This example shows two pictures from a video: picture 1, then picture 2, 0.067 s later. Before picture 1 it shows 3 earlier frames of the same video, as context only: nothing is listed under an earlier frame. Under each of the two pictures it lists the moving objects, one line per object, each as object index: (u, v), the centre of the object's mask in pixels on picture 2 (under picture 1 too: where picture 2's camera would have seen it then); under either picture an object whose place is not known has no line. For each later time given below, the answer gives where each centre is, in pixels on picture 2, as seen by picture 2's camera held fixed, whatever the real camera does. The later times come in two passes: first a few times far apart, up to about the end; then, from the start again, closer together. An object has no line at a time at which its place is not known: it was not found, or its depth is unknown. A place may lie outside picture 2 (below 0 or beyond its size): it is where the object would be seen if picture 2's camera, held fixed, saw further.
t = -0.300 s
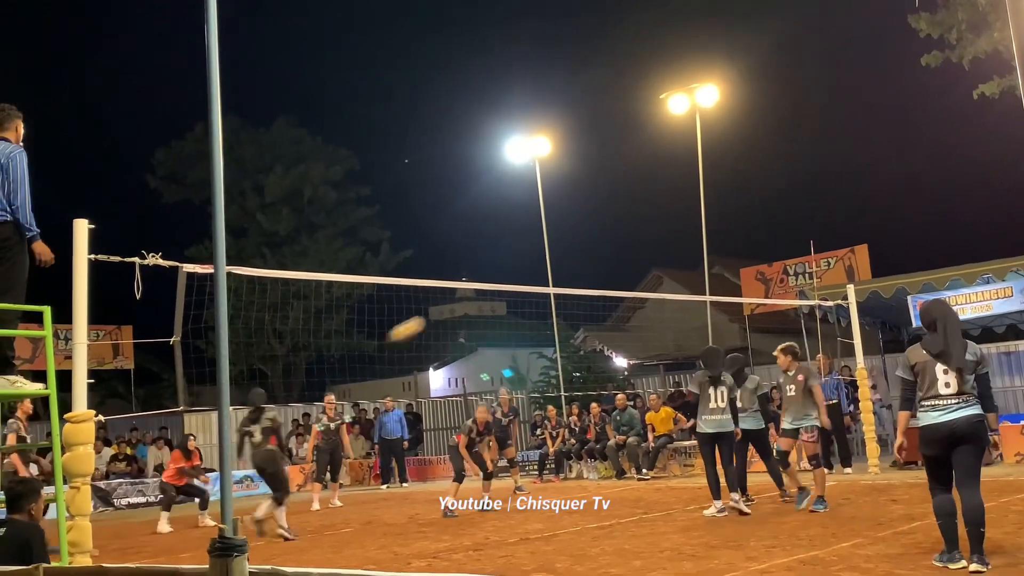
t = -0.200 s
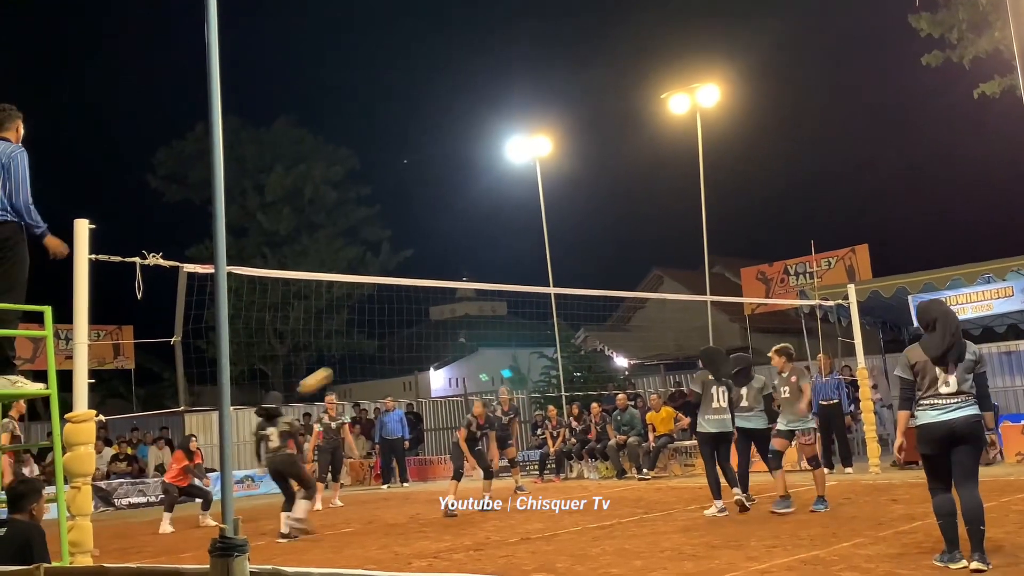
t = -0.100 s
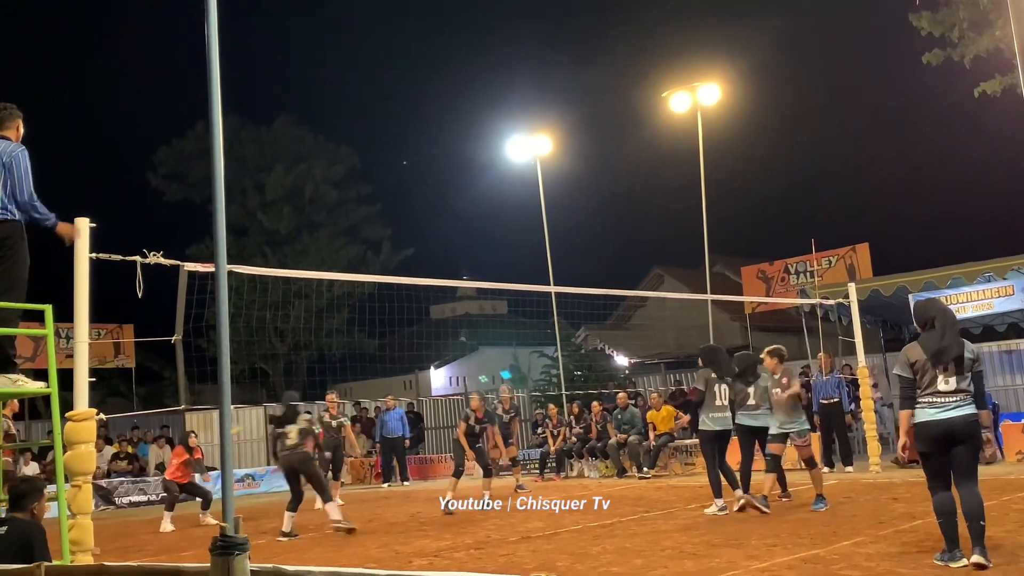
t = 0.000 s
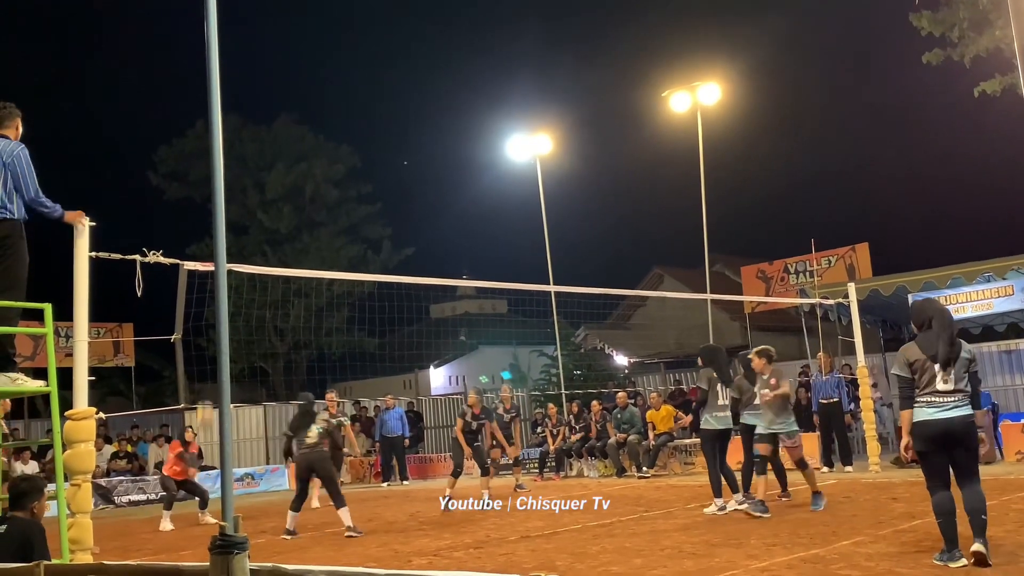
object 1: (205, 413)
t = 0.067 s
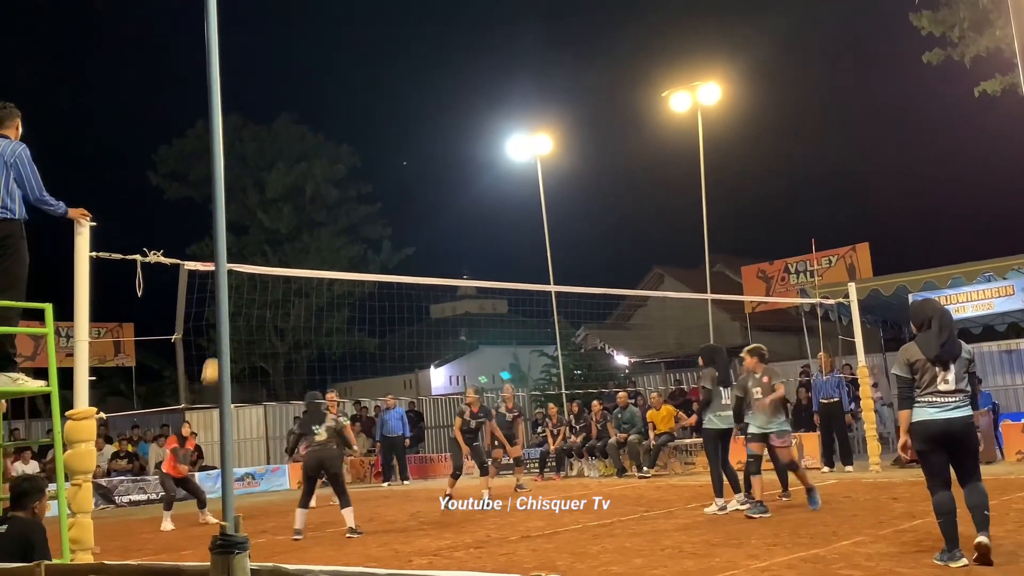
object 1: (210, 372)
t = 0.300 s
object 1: (234, 253)
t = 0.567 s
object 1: (252, 172)
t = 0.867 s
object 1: (273, 143)
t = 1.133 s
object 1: (292, 173)
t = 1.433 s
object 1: (317, 277)
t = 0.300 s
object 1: (234, 253)
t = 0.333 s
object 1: (235, 241)
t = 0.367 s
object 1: (236, 229)
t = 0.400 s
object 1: (239, 217)
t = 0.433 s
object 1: (241, 206)
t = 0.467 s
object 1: (244, 196)
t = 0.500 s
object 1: (247, 187)
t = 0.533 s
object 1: (249, 179)
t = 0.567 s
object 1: (252, 172)
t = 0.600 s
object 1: (254, 165)
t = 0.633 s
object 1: (256, 160)
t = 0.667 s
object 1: (259, 155)
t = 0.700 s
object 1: (261, 151)
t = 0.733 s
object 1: (263, 148)
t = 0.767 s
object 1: (266, 145)
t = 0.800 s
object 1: (268, 143)
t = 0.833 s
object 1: (270, 143)
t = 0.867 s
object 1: (273, 143)
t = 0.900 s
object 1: (275, 144)
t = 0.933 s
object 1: (278, 145)
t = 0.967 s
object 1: (280, 148)
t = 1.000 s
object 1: (282, 151)
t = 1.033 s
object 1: (285, 155)
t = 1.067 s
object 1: (287, 161)
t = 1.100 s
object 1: (290, 167)
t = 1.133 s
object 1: (292, 173)
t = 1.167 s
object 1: (295, 181)
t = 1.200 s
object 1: (298, 189)
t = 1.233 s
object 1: (300, 199)
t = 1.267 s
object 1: (303, 209)
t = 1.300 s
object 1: (306, 220)
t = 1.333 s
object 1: (308, 232)
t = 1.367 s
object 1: (311, 245)
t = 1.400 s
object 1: (314, 259)
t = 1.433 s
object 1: (317, 277)
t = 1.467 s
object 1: (321, 290)
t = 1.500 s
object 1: (323, 306)
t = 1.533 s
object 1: (327, 323)
